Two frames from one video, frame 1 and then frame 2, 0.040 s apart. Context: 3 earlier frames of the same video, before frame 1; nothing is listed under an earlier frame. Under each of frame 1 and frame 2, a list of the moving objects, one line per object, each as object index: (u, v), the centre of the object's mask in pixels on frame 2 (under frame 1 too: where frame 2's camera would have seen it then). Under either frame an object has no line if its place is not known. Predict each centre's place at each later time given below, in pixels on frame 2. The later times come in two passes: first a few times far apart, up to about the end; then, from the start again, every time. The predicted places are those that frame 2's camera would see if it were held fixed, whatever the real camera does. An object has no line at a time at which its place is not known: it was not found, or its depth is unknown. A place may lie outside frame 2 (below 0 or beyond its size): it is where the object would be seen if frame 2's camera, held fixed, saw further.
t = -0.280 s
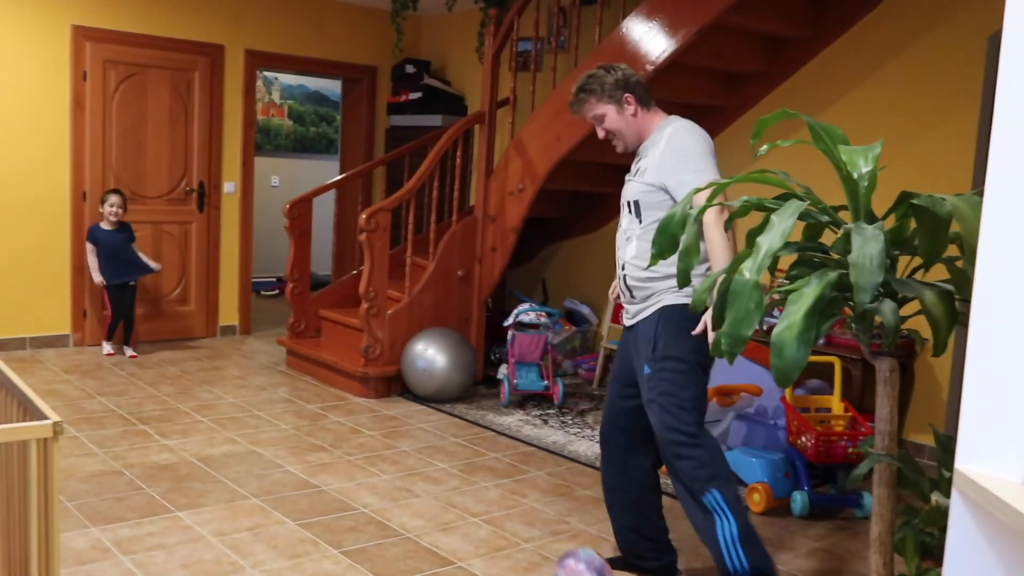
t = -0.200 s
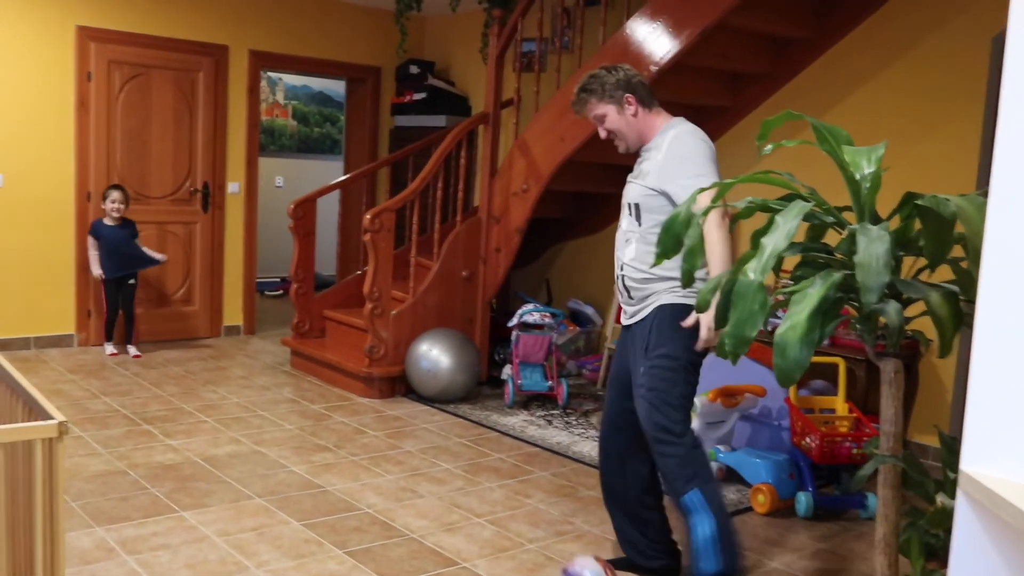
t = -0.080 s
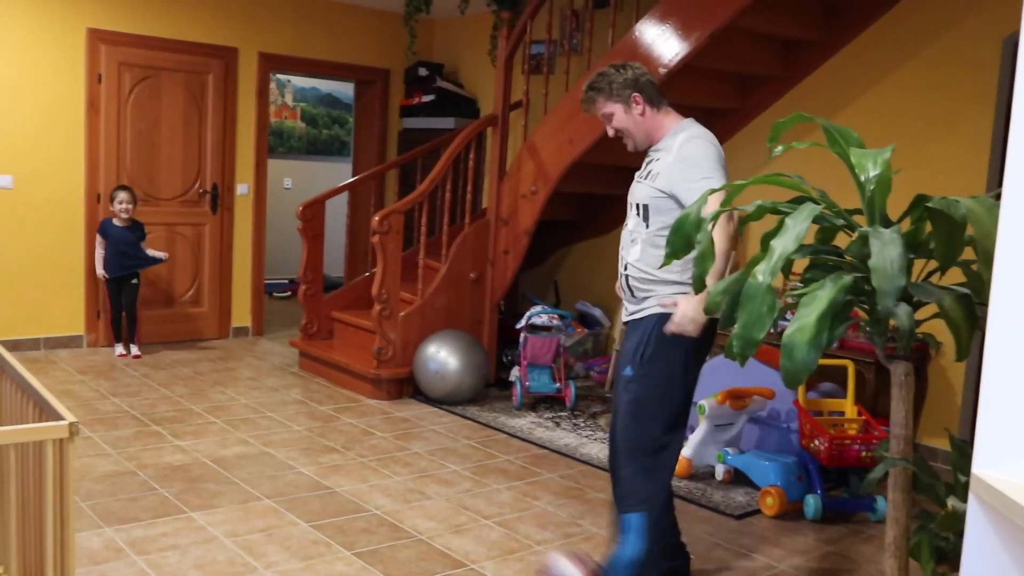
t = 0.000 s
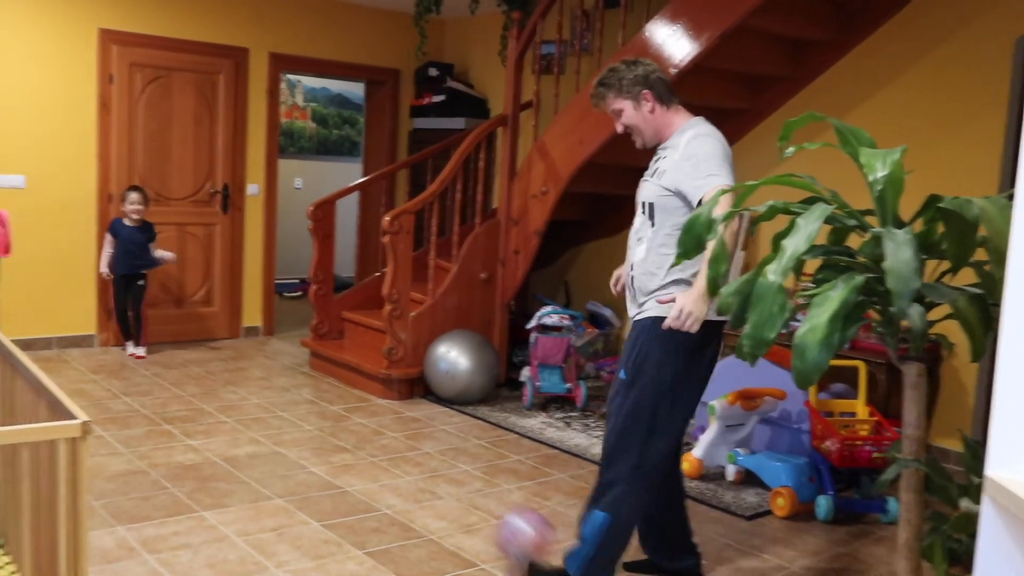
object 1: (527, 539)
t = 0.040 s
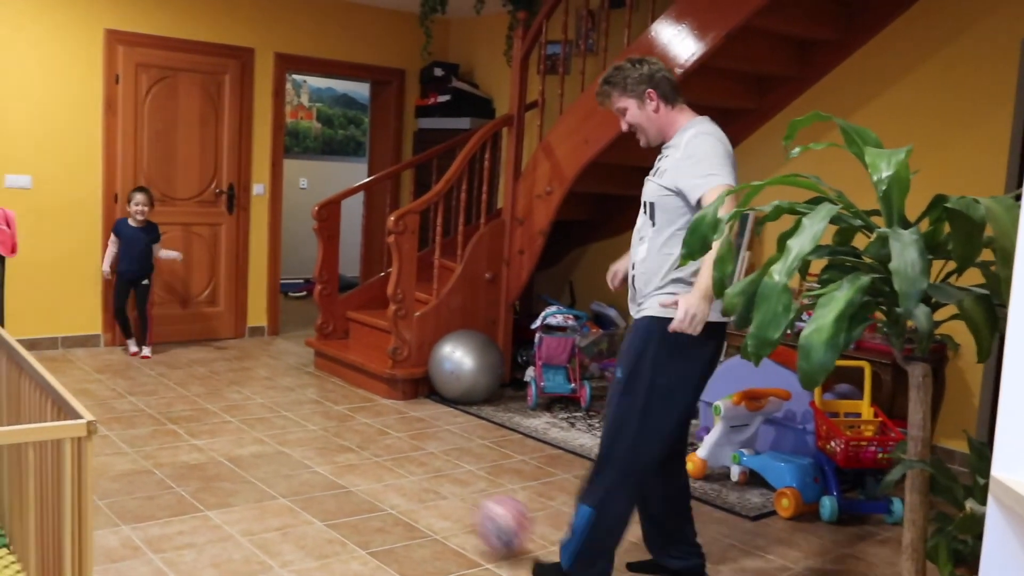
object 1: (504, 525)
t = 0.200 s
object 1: (424, 483)
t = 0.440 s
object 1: (347, 443)
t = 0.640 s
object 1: (299, 414)
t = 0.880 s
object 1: (256, 386)
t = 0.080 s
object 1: (480, 515)
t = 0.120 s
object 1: (460, 508)
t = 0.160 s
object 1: (443, 493)
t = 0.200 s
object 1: (424, 483)
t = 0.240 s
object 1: (412, 477)
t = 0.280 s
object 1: (397, 472)
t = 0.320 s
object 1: (384, 461)
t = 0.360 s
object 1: (371, 452)
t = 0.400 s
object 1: (358, 449)
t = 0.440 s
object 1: (347, 443)
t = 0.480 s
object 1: (337, 434)
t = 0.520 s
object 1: (328, 429)
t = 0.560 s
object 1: (317, 425)
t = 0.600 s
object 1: (308, 418)
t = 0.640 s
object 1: (299, 414)
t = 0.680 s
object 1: (291, 408)
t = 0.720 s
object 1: (283, 402)
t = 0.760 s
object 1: (276, 397)
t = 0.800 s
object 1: (269, 395)
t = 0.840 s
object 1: (263, 390)
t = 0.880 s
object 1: (256, 386)
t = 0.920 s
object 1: (250, 381)
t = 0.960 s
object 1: (244, 377)
